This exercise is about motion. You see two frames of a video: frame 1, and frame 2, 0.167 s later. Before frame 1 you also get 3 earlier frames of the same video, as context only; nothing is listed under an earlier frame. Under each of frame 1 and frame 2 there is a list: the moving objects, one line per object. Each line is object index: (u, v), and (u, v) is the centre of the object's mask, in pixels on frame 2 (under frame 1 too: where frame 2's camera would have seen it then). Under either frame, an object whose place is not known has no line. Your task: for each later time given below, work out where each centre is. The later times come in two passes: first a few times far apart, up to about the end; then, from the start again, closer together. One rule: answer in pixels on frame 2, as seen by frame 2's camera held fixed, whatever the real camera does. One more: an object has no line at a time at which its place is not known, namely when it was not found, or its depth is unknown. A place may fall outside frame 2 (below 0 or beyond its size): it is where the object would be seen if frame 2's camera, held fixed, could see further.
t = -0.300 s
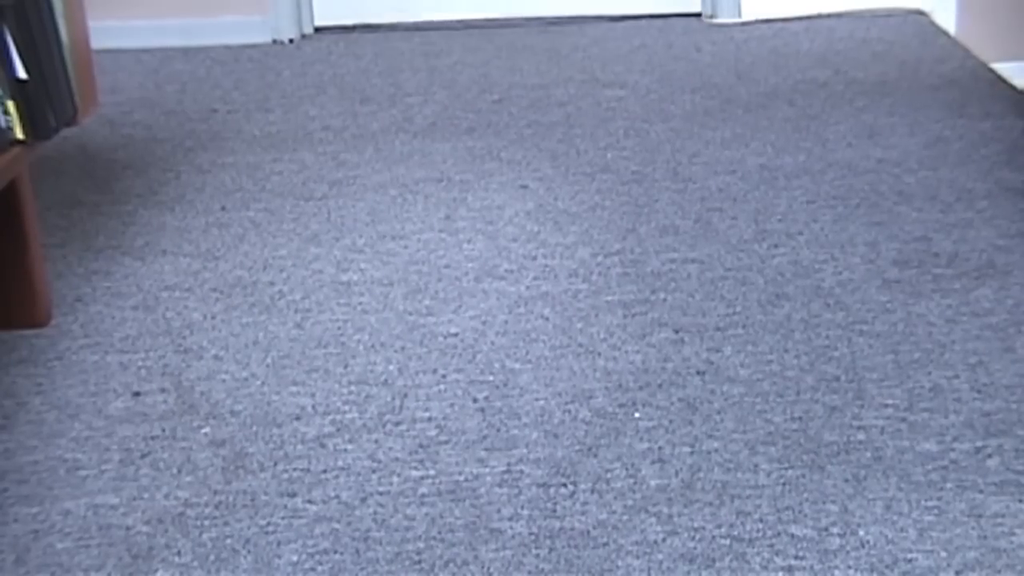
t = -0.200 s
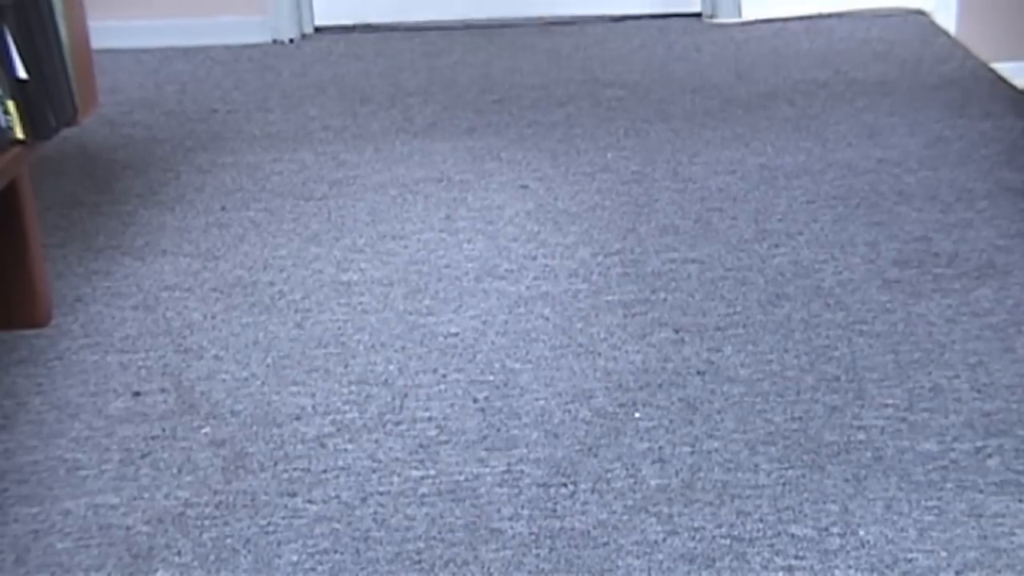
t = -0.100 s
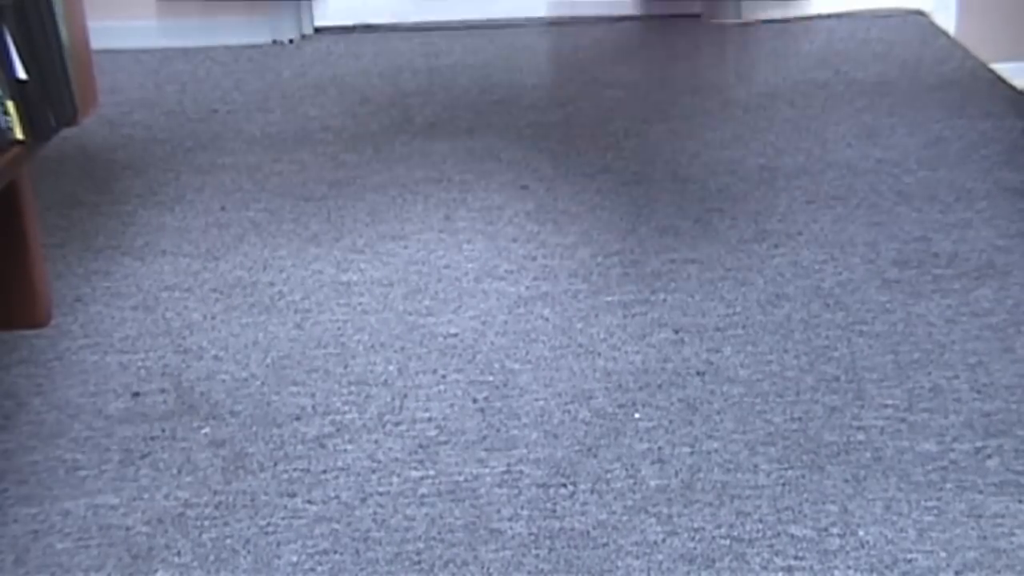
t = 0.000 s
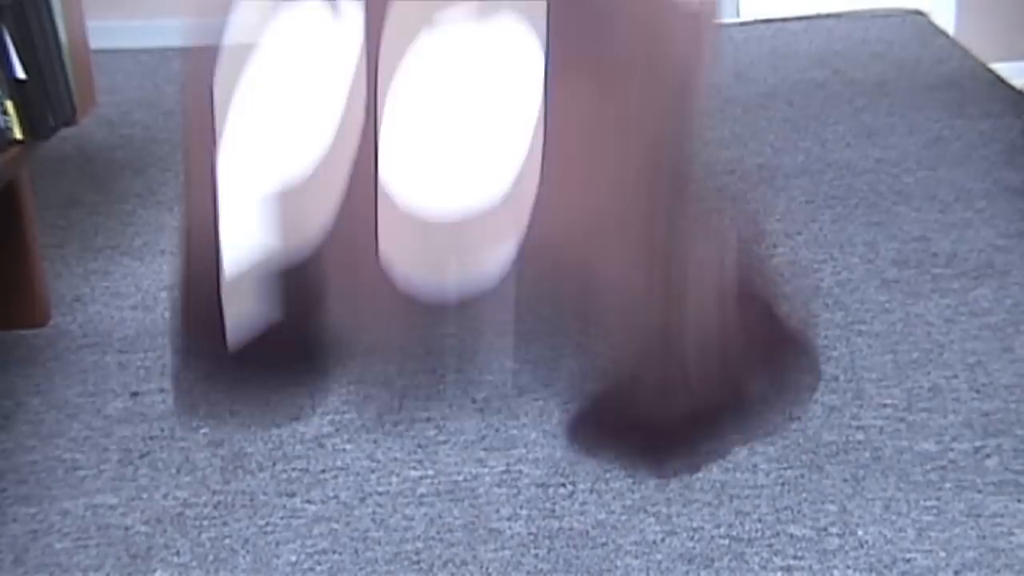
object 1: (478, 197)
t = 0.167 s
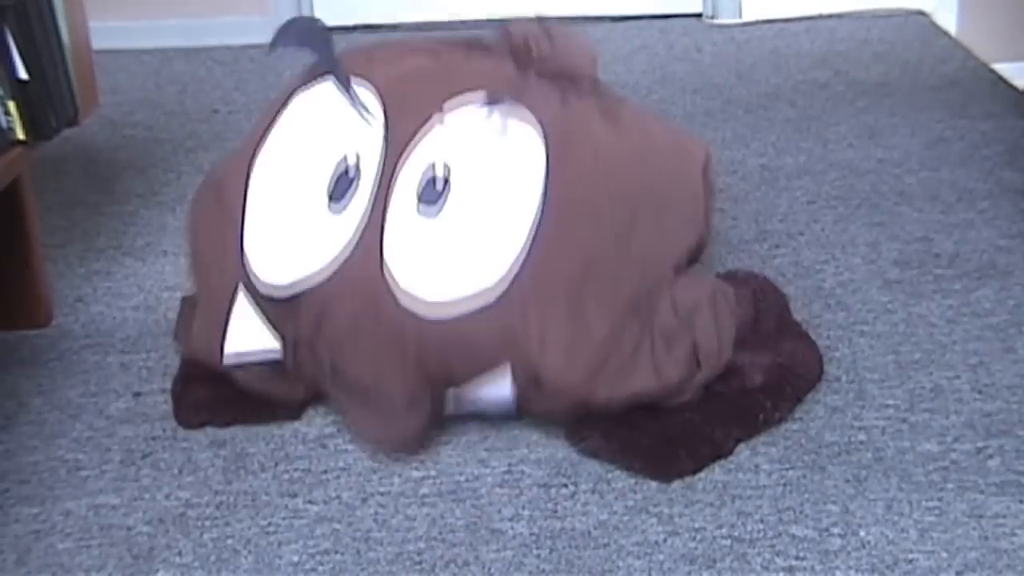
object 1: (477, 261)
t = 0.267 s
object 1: (479, 255)
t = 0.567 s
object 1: (476, 263)
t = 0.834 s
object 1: (476, 263)
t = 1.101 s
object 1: (476, 263)
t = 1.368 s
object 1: (476, 263)
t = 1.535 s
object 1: (476, 263)
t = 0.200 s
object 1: (480, 254)
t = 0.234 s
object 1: (481, 252)
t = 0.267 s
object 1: (479, 255)
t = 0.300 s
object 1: (478, 258)
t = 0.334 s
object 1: (477, 259)
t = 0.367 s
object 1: (477, 259)
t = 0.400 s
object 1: (476, 260)
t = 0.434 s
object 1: (476, 261)
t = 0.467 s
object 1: (476, 262)
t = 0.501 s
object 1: (476, 263)
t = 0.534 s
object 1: (476, 263)
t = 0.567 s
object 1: (476, 263)
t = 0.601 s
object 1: (476, 263)
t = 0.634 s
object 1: (476, 263)
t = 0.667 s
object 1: (476, 263)
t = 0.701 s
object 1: (476, 263)
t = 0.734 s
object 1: (476, 263)
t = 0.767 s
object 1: (476, 262)
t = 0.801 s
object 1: (476, 263)
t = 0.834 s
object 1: (476, 263)
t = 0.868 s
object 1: (476, 263)
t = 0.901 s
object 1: (476, 263)
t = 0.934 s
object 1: (476, 263)
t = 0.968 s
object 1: (476, 263)
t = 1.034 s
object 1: (476, 263)
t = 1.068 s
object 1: (476, 263)
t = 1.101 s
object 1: (476, 263)
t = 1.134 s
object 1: (476, 263)
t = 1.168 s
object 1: (476, 263)
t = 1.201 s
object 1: (476, 263)
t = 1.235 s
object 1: (476, 263)
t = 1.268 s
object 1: (476, 263)
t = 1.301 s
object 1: (476, 263)
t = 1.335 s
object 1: (476, 263)
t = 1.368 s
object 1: (476, 263)
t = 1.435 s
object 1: (476, 263)
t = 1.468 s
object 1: (476, 263)
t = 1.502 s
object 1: (476, 263)
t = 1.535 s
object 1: (476, 263)
